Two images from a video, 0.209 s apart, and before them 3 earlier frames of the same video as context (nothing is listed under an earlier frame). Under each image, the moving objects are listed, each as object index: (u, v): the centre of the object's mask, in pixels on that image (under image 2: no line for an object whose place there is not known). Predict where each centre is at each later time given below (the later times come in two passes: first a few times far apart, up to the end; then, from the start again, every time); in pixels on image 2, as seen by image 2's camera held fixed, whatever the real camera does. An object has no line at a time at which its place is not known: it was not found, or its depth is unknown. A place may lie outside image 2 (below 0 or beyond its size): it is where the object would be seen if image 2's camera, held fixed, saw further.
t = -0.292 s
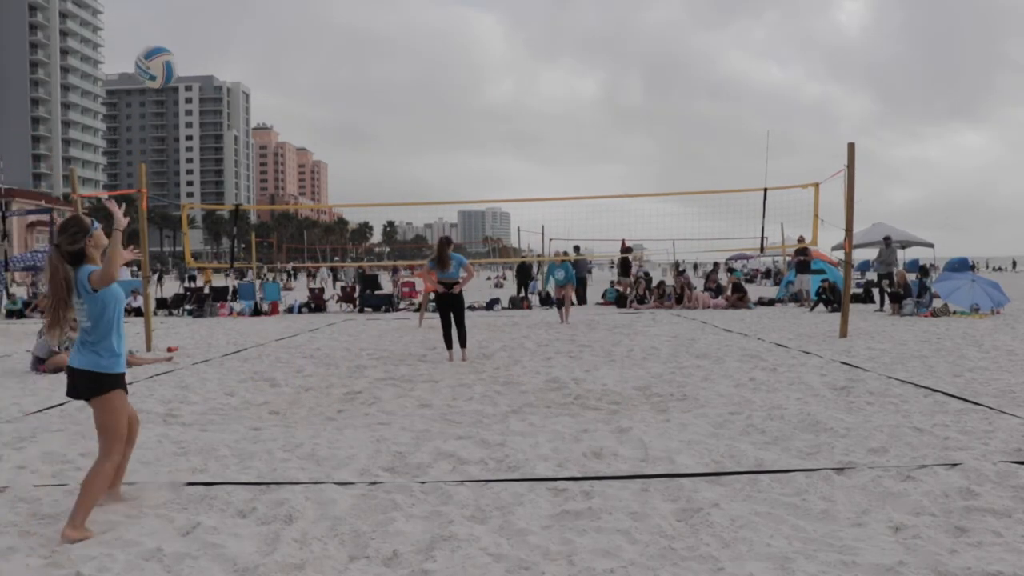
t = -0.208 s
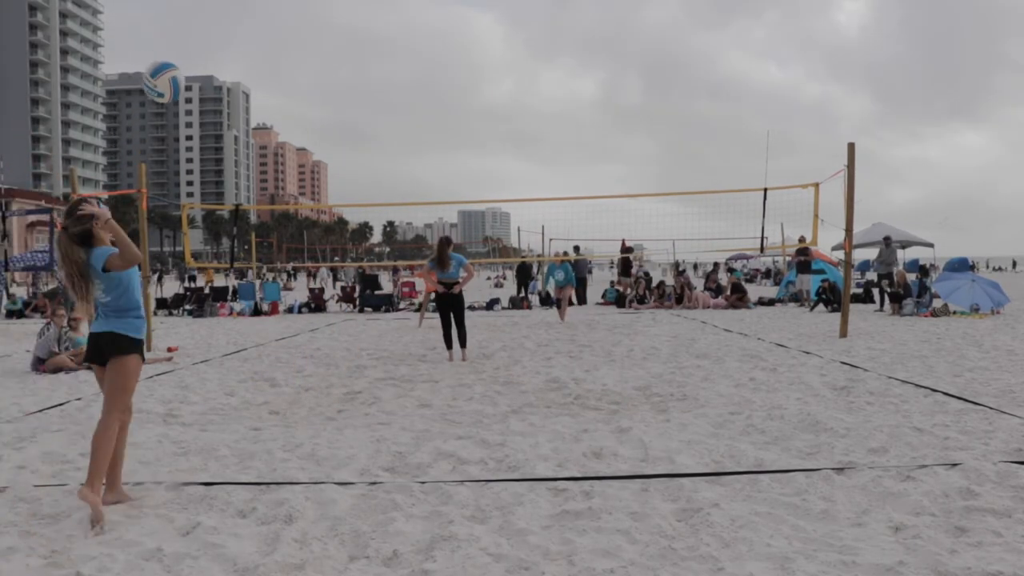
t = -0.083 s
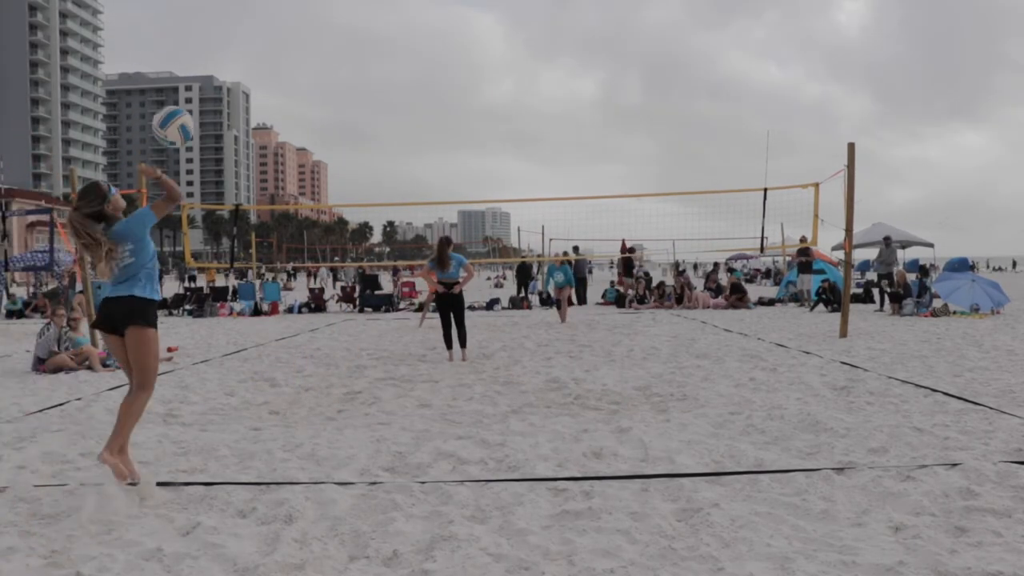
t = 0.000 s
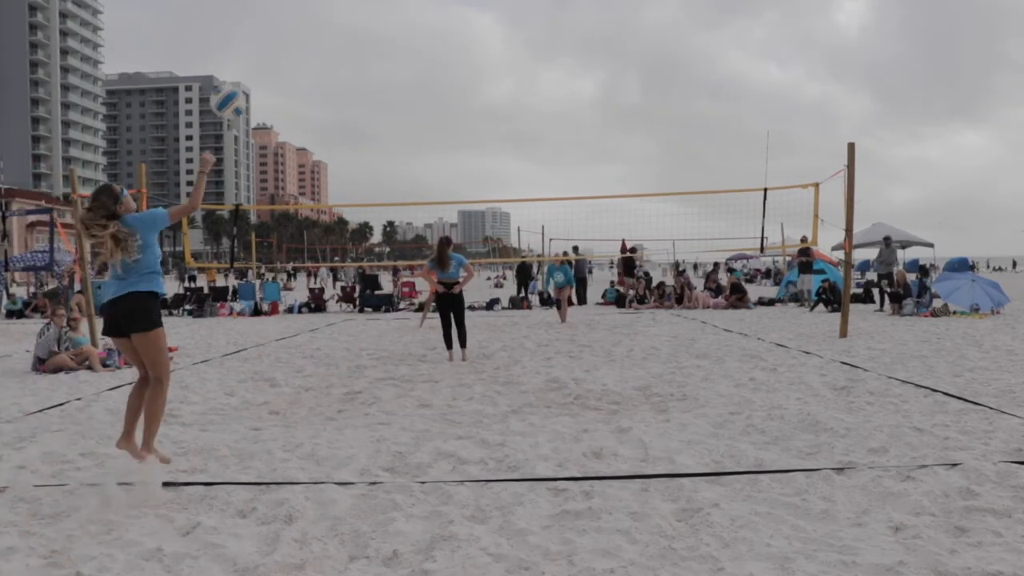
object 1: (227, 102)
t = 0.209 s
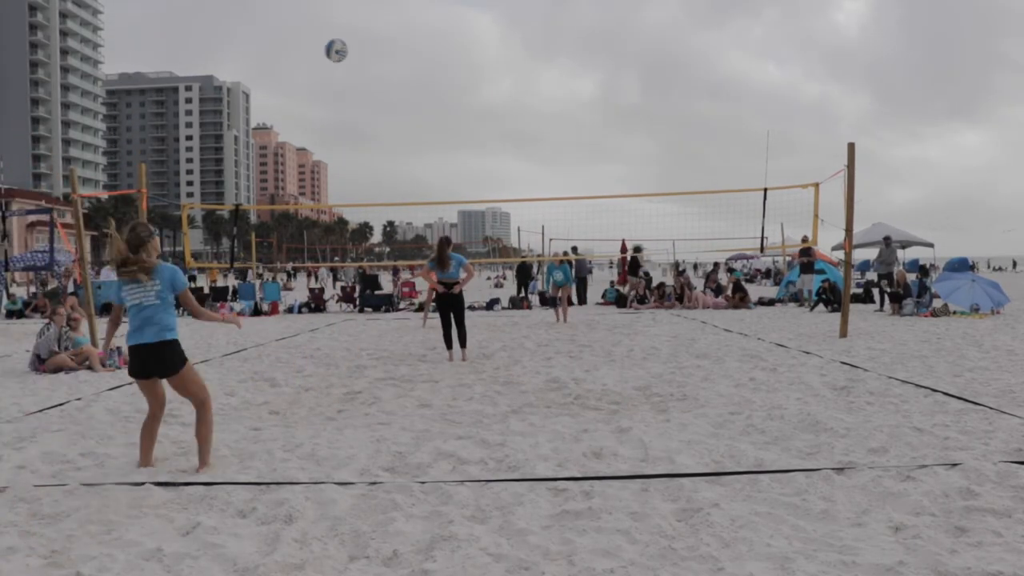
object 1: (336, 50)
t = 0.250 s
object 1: (349, 48)
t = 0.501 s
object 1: (405, 63)
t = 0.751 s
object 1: (439, 107)
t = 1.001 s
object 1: (463, 172)
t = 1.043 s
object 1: (466, 185)
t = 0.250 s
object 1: (349, 48)
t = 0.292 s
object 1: (360, 48)
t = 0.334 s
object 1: (371, 49)
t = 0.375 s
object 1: (381, 51)
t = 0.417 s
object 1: (389, 54)
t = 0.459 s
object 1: (397, 59)
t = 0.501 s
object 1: (405, 63)
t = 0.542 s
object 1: (411, 69)
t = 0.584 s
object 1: (418, 75)
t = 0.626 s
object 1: (423, 82)
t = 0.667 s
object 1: (429, 90)
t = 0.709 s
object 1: (434, 99)
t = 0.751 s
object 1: (439, 107)
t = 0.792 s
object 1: (444, 117)
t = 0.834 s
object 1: (448, 128)
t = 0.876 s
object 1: (453, 138)
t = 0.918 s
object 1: (457, 149)
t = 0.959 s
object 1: (460, 161)
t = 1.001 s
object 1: (463, 172)
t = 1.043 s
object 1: (466, 185)
